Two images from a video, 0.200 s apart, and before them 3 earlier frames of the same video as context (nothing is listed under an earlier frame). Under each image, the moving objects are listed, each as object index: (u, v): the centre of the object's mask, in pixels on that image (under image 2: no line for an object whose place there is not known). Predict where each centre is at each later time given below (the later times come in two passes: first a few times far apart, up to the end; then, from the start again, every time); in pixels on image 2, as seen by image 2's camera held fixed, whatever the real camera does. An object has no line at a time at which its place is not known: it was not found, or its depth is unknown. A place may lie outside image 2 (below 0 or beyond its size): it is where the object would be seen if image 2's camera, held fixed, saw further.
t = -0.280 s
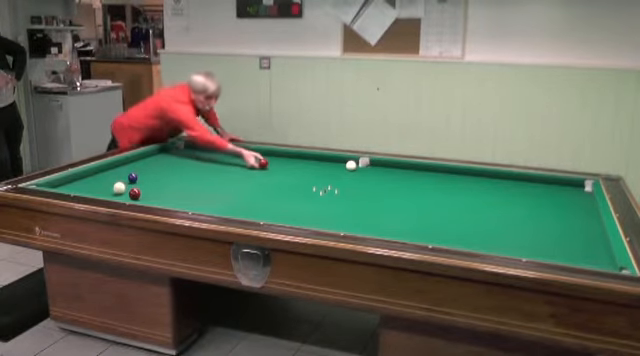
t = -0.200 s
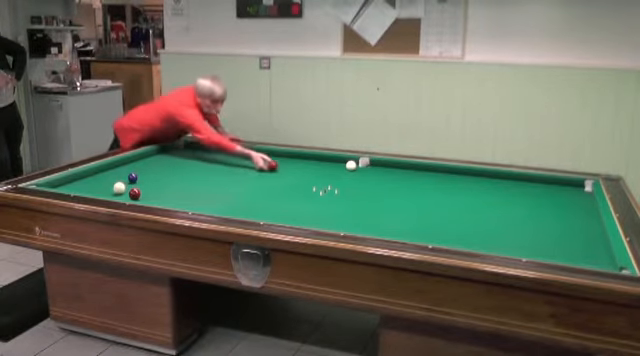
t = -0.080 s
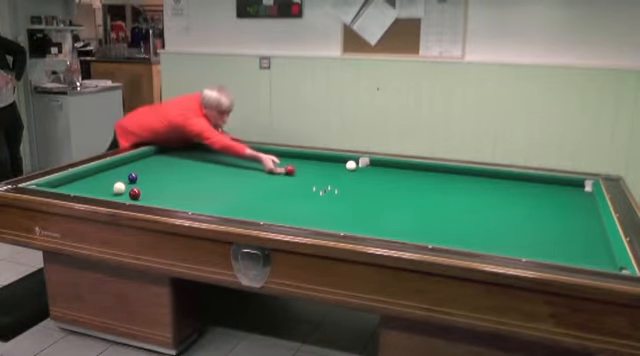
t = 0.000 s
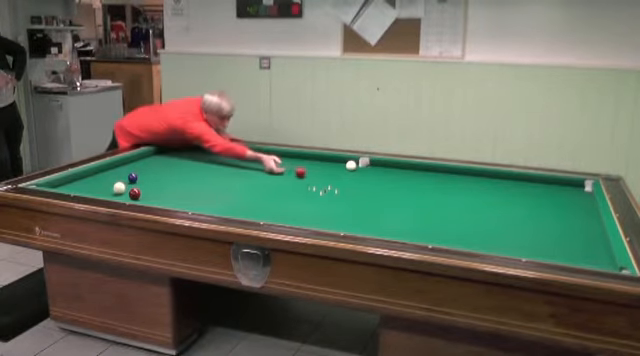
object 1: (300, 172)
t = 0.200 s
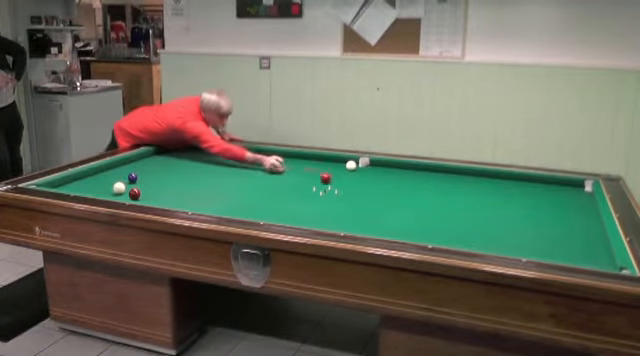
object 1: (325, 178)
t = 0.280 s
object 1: (335, 180)
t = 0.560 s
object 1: (375, 189)
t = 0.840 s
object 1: (417, 198)
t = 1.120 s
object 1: (463, 209)
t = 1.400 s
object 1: (511, 220)
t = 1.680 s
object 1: (563, 233)
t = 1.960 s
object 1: (590, 241)
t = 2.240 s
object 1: (558, 241)
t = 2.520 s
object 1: (527, 241)
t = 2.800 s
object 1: (496, 241)
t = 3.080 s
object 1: (465, 240)
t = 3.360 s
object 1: (434, 238)
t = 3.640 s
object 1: (405, 235)
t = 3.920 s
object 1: (379, 232)
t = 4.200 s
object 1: (358, 228)
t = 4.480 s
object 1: (339, 225)
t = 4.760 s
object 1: (321, 222)
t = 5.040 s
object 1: (304, 219)
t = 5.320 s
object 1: (289, 215)
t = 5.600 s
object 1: (275, 213)
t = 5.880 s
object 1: (262, 210)
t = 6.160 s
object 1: (250, 207)
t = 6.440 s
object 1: (239, 204)
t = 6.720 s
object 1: (229, 201)
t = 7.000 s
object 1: (220, 199)
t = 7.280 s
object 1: (212, 197)
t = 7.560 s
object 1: (204, 195)
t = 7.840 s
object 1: (197, 193)
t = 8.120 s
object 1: (190, 191)
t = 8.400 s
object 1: (185, 190)
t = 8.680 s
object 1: (180, 188)
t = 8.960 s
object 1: (175, 187)
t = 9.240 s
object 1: (172, 186)
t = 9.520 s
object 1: (168, 185)
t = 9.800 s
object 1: (165, 184)
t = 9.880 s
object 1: (165, 184)
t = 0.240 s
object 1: (330, 179)
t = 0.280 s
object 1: (335, 180)
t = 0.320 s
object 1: (341, 181)
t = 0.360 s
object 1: (347, 183)
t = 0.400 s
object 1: (352, 184)
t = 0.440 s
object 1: (357, 185)
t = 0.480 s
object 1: (363, 187)
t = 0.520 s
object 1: (369, 187)
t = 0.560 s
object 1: (375, 189)
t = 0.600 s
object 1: (381, 190)
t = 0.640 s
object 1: (387, 191)
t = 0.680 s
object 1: (393, 193)
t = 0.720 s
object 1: (399, 194)
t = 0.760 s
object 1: (405, 196)
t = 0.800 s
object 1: (411, 197)
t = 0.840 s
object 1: (417, 198)
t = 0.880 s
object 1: (424, 200)
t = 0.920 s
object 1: (430, 201)
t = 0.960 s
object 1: (437, 202)
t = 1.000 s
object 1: (443, 204)
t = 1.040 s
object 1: (449, 206)
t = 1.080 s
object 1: (456, 208)
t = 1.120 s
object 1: (463, 209)
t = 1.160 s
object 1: (469, 210)
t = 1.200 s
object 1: (476, 212)
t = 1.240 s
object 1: (483, 213)
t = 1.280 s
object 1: (490, 215)
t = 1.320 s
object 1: (497, 217)
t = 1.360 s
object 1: (504, 219)
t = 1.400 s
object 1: (511, 220)
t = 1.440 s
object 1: (519, 222)
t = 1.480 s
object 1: (526, 224)
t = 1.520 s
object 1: (534, 225)
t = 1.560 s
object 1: (541, 227)
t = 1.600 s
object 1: (548, 229)
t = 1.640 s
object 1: (556, 231)
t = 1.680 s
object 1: (563, 233)
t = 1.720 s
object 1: (571, 235)
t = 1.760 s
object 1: (579, 237)
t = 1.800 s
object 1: (587, 239)
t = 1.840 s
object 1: (595, 240)
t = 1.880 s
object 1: (601, 242)
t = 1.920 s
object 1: (595, 242)
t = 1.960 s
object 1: (590, 241)
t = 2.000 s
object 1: (585, 241)
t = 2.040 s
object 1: (581, 241)
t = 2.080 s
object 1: (576, 241)
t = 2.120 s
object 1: (572, 241)
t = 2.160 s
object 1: (568, 241)
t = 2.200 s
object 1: (563, 241)
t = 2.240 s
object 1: (558, 241)
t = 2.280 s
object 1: (554, 241)
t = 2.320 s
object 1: (549, 241)
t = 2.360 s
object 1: (545, 241)
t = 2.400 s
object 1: (540, 241)
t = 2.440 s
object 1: (536, 241)
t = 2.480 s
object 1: (531, 241)
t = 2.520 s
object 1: (527, 241)
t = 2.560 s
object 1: (522, 241)
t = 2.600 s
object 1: (518, 241)
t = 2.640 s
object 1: (513, 241)
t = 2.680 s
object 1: (509, 241)
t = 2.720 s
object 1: (505, 241)
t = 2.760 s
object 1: (500, 241)
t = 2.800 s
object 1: (496, 241)
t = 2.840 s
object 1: (491, 241)
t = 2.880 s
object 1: (487, 241)
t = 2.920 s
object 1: (483, 241)
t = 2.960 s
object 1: (478, 240)
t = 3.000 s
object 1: (474, 240)
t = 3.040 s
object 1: (469, 240)
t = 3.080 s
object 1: (465, 240)
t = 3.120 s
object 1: (460, 239)
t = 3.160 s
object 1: (456, 239)
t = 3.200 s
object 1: (451, 239)
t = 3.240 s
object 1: (447, 239)
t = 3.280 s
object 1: (443, 238)
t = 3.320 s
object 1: (439, 238)
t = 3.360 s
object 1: (434, 238)
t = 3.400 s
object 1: (430, 237)
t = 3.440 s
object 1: (425, 237)
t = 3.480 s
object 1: (421, 236)
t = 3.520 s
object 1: (417, 236)
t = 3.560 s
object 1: (412, 236)
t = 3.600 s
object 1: (408, 236)
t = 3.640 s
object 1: (405, 235)
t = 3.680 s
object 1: (400, 235)
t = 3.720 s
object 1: (396, 235)
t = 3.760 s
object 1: (392, 235)
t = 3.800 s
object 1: (389, 234)
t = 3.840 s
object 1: (386, 233)
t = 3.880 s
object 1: (382, 232)
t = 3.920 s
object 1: (379, 232)
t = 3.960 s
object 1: (376, 231)
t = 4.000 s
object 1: (373, 231)
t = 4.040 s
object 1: (370, 230)
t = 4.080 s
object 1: (367, 230)
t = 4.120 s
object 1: (363, 230)
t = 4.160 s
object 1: (361, 228)
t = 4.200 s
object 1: (358, 228)
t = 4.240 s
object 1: (355, 228)
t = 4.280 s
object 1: (352, 227)
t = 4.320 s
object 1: (349, 227)
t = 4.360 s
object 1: (347, 227)
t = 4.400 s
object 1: (344, 226)
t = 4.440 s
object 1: (341, 225)
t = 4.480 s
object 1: (339, 225)
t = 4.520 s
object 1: (336, 224)
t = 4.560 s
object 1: (333, 224)
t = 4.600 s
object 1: (331, 223)
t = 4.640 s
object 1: (328, 223)
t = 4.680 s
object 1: (326, 223)
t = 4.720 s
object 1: (323, 222)
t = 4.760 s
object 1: (321, 222)
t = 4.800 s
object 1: (318, 221)
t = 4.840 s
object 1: (316, 221)
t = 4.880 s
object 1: (313, 220)
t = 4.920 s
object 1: (311, 220)
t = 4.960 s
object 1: (308, 219)
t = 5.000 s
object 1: (306, 219)
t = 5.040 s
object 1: (304, 219)
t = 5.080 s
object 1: (302, 218)
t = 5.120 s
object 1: (300, 218)
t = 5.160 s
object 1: (297, 217)
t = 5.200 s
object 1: (295, 217)
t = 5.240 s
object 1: (293, 216)
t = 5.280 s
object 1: (291, 216)
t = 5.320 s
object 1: (289, 215)
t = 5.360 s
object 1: (287, 215)
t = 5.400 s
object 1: (285, 215)
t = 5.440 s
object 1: (283, 214)
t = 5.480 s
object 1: (281, 214)
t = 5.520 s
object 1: (279, 213)
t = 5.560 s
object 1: (277, 213)
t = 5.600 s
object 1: (275, 213)
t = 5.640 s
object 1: (273, 213)
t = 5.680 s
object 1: (271, 212)
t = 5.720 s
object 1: (269, 212)
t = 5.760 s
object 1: (267, 211)
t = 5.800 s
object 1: (266, 210)
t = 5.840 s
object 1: (264, 210)
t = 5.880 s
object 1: (262, 210)
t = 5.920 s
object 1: (260, 209)
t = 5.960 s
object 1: (259, 209)
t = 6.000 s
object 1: (257, 208)
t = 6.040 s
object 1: (255, 208)
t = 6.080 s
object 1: (253, 208)
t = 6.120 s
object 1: (252, 207)
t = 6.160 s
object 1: (250, 207)
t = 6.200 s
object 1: (249, 206)
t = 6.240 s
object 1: (247, 206)
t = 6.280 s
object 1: (245, 206)
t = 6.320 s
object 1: (244, 205)
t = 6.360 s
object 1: (242, 205)
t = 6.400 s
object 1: (241, 204)
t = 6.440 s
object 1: (239, 204)
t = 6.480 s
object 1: (238, 203)
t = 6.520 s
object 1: (236, 203)
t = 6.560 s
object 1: (235, 203)
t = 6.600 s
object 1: (233, 202)
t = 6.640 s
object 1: (232, 202)
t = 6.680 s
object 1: (231, 202)
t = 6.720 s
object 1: (229, 201)
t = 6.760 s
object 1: (228, 201)
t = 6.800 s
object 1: (226, 201)
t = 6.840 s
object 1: (225, 200)
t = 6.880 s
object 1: (224, 200)
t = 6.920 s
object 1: (222, 200)
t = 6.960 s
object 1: (221, 199)
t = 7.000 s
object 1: (220, 199)
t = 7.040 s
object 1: (219, 199)
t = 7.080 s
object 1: (217, 198)
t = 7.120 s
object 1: (216, 198)
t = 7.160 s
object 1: (215, 198)
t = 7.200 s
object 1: (214, 198)
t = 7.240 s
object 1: (213, 197)
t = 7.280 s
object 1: (212, 197)
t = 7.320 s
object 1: (210, 197)
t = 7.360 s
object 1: (209, 196)
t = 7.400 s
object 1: (208, 196)
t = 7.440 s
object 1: (207, 195)
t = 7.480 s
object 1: (206, 195)
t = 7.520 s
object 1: (205, 195)
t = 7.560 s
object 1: (204, 195)
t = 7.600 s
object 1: (203, 194)
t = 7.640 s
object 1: (202, 194)
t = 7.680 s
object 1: (201, 194)
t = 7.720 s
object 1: (200, 194)
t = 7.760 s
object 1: (199, 193)
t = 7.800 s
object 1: (198, 193)
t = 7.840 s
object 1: (197, 193)
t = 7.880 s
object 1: (196, 193)
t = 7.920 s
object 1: (195, 192)
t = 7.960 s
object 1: (194, 192)
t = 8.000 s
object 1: (193, 192)
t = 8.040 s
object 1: (192, 192)
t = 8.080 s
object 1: (191, 191)
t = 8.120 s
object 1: (190, 191)
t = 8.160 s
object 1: (190, 191)
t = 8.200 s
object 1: (189, 191)
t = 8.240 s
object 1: (188, 190)
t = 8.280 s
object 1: (187, 190)
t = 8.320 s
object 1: (186, 190)
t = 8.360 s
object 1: (186, 190)
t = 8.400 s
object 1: (185, 190)
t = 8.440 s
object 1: (184, 189)
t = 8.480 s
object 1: (183, 189)
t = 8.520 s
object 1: (183, 189)
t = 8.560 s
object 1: (182, 189)
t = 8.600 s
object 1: (181, 189)
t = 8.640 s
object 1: (181, 189)
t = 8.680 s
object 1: (180, 188)
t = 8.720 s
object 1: (179, 188)
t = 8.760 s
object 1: (178, 188)
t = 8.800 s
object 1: (178, 188)
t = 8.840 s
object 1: (177, 188)
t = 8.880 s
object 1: (177, 188)
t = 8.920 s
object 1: (176, 187)
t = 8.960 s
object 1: (175, 187)
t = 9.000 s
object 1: (175, 187)
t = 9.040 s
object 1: (174, 187)
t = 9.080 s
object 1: (173, 187)
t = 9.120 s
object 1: (173, 187)
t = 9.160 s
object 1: (173, 186)
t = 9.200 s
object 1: (172, 186)
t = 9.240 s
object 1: (172, 186)
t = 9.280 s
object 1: (171, 186)
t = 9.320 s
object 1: (170, 186)
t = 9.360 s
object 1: (170, 186)
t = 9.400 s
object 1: (169, 185)
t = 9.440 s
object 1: (169, 185)
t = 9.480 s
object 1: (168, 185)
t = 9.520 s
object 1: (168, 185)
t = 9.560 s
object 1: (167, 185)
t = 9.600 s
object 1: (167, 185)
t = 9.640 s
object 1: (167, 185)
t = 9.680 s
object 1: (166, 185)
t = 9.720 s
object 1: (166, 185)
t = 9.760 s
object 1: (165, 184)
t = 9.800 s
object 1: (165, 184)
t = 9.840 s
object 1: (165, 184)
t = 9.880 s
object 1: (165, 184)
